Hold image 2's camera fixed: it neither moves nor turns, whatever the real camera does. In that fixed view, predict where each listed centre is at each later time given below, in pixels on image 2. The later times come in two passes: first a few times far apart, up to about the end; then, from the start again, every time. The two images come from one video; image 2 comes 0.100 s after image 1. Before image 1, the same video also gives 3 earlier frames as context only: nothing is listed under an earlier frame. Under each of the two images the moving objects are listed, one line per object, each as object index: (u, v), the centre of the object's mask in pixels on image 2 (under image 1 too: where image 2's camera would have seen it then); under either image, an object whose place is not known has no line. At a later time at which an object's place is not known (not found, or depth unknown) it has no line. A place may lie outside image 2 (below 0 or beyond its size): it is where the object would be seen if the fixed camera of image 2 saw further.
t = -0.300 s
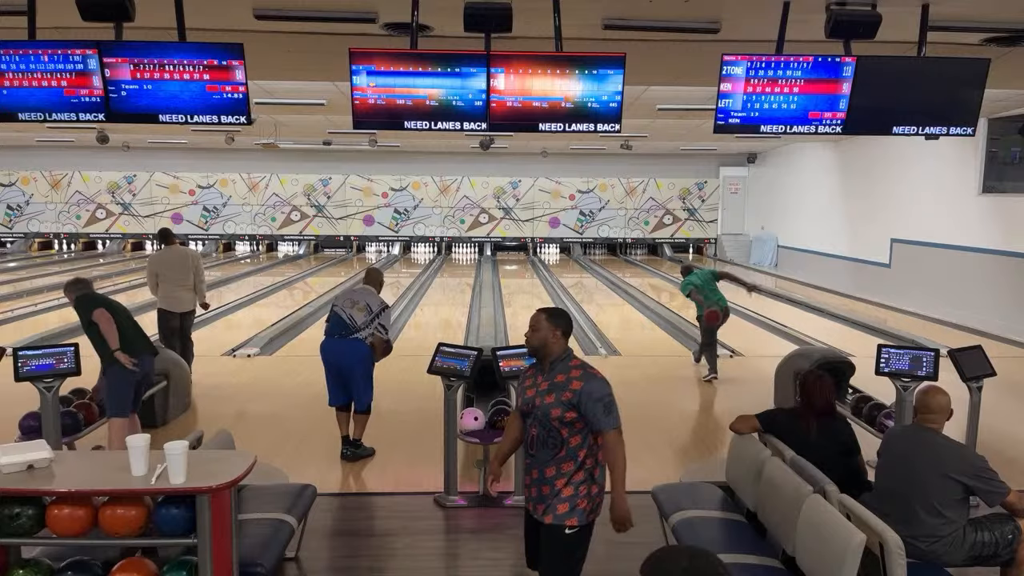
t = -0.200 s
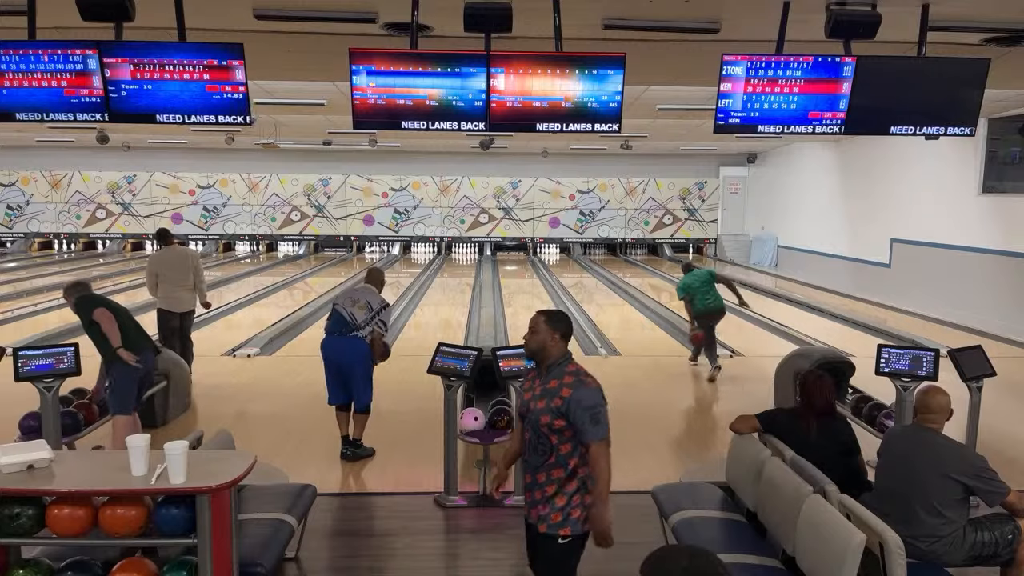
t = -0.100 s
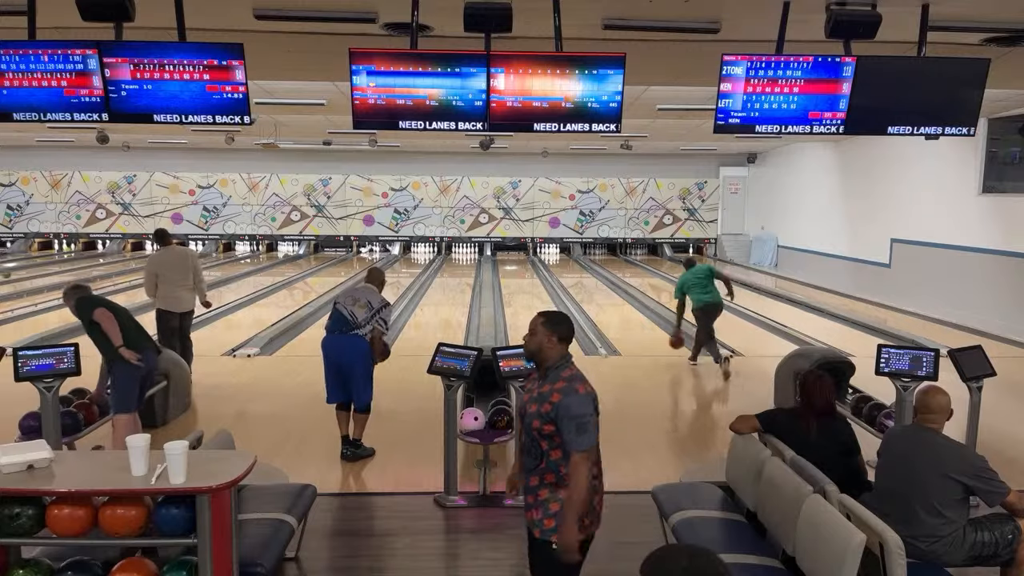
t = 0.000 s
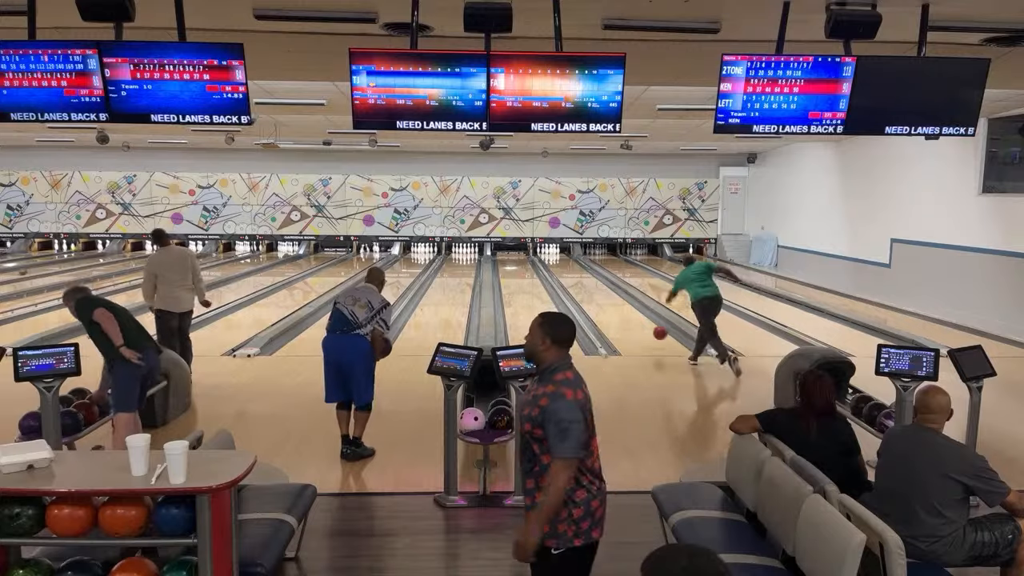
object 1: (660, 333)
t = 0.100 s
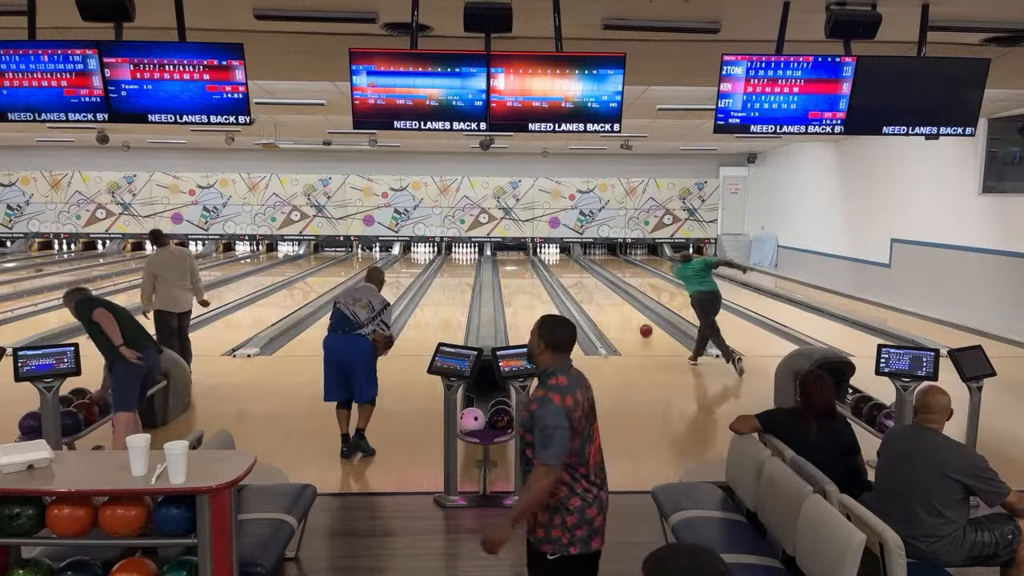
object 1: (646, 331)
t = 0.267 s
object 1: (627, 315)
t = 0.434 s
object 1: (612, 304)
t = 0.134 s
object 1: (641, 326)
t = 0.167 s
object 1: (638, 322)
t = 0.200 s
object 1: (634, 319)
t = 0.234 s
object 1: (630, 317)
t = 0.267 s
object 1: (627, 315)
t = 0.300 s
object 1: (623, 313)
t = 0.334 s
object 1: (620, 311)
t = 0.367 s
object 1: (617, 308)
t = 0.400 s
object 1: (614, 306)
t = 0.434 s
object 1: (612, 304)
